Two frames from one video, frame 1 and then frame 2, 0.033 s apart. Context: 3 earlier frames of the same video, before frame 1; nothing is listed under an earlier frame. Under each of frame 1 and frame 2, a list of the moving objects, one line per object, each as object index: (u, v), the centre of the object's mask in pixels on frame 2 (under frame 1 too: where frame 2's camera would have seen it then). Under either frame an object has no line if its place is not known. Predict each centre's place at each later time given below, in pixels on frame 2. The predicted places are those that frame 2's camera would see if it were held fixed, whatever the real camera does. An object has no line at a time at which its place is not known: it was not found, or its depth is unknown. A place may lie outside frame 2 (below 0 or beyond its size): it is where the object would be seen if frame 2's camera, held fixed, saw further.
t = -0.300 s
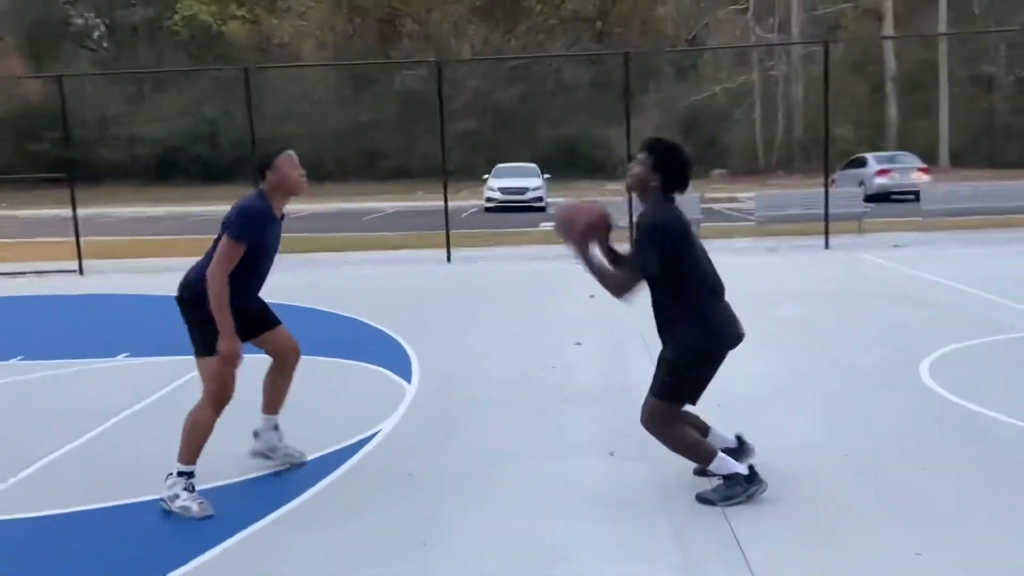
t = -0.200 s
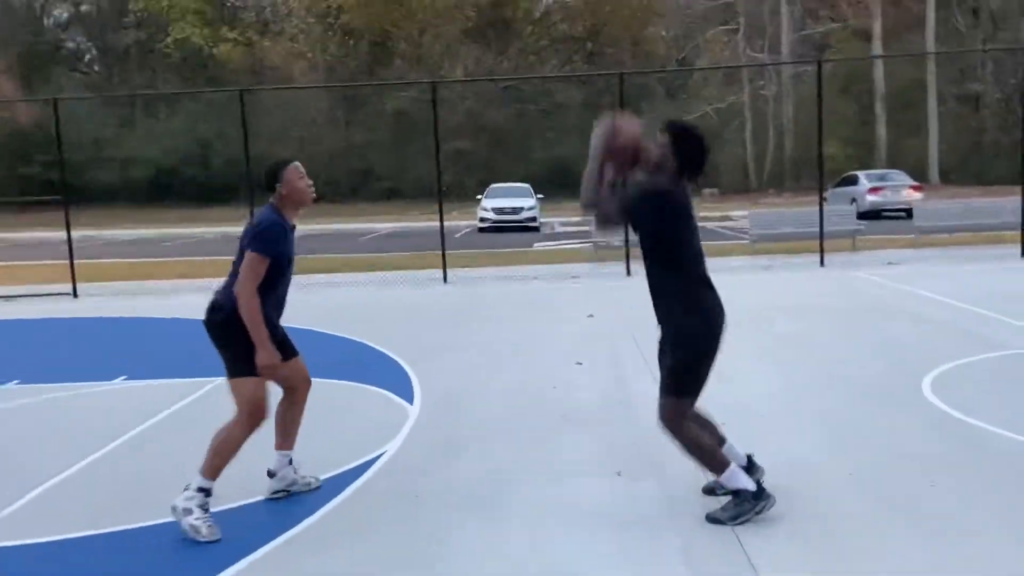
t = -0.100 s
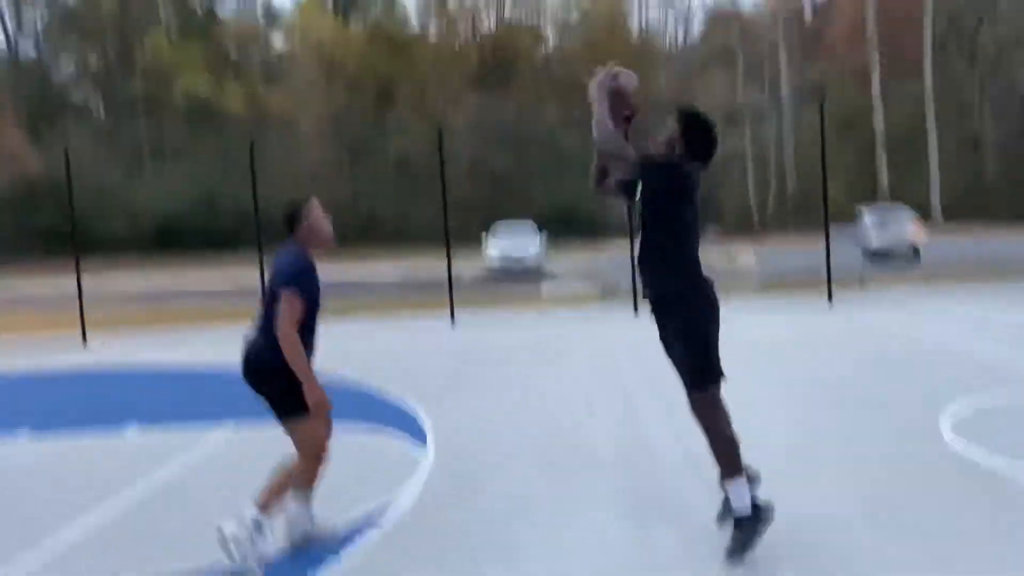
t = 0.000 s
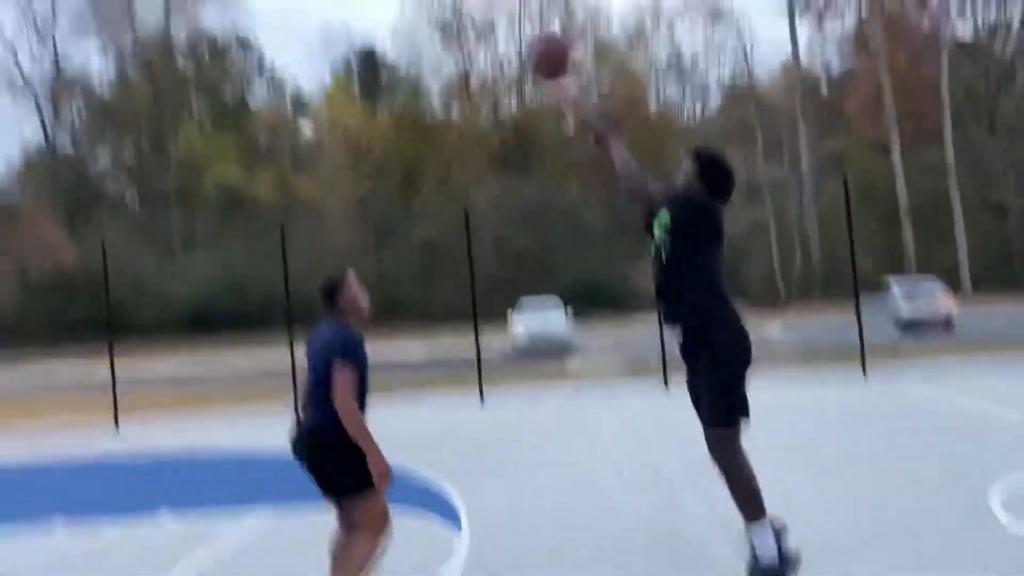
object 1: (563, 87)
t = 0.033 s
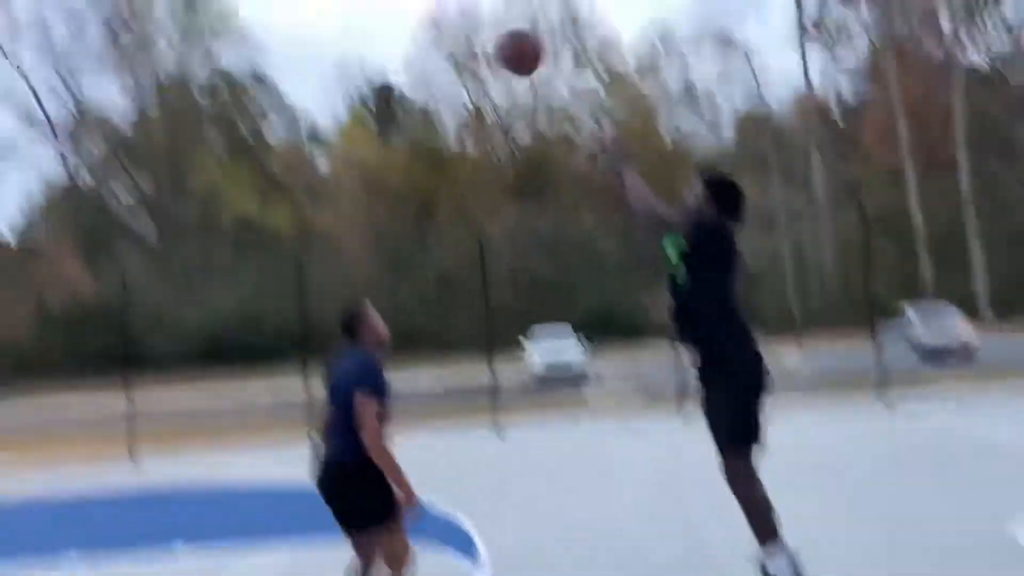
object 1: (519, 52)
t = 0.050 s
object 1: (498, 36)
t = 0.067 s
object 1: (476, 21)
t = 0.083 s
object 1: (457, 6)
